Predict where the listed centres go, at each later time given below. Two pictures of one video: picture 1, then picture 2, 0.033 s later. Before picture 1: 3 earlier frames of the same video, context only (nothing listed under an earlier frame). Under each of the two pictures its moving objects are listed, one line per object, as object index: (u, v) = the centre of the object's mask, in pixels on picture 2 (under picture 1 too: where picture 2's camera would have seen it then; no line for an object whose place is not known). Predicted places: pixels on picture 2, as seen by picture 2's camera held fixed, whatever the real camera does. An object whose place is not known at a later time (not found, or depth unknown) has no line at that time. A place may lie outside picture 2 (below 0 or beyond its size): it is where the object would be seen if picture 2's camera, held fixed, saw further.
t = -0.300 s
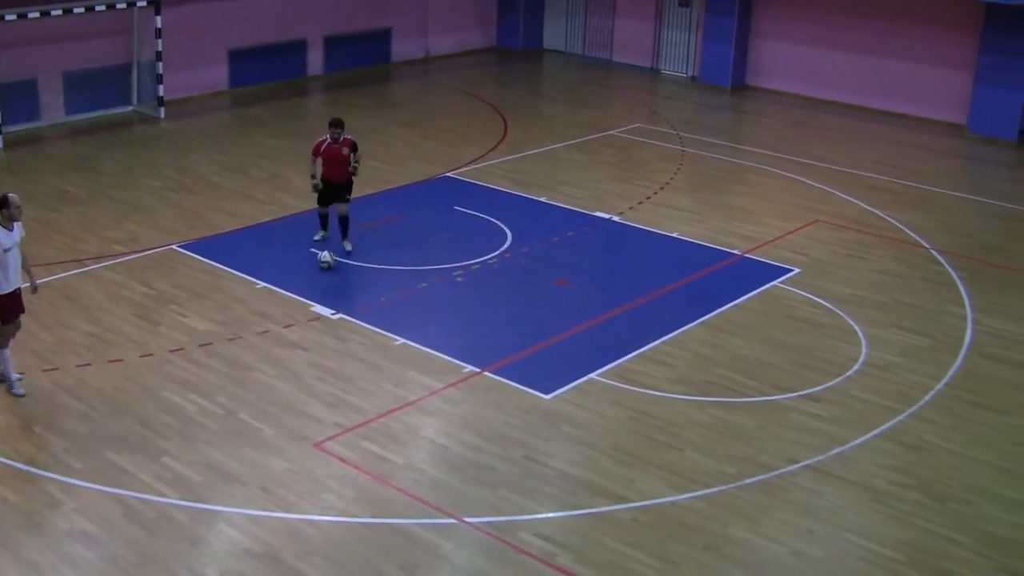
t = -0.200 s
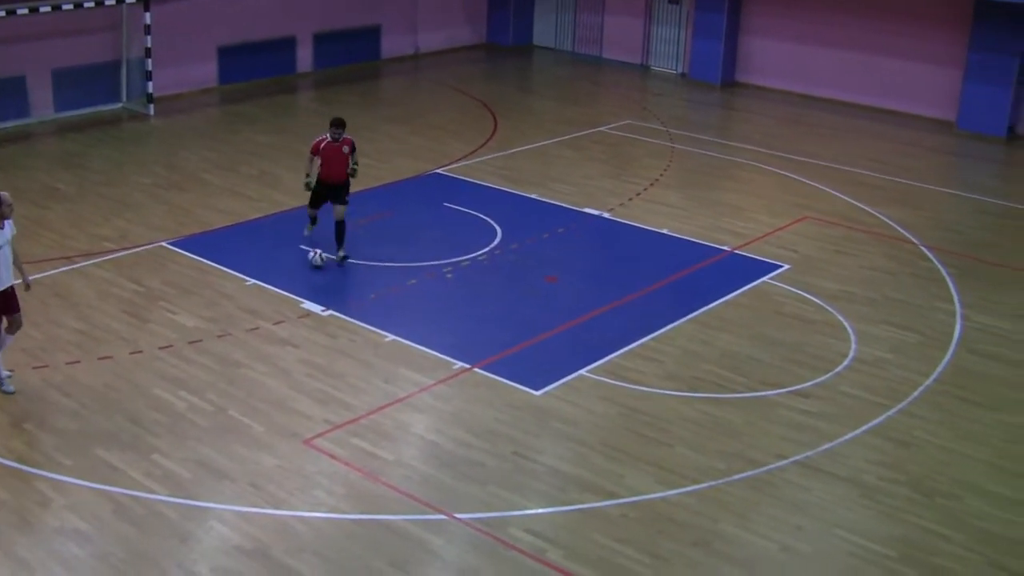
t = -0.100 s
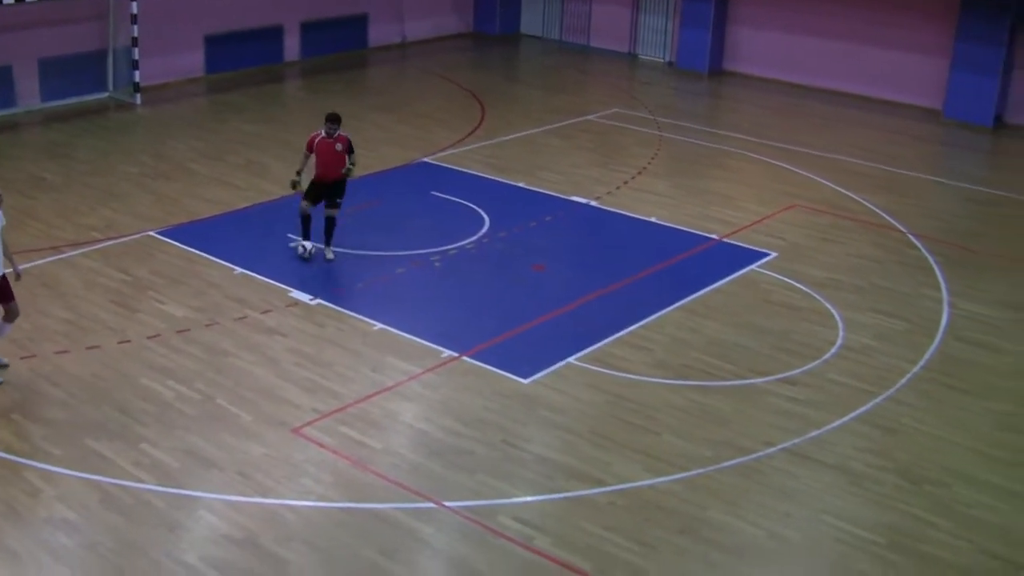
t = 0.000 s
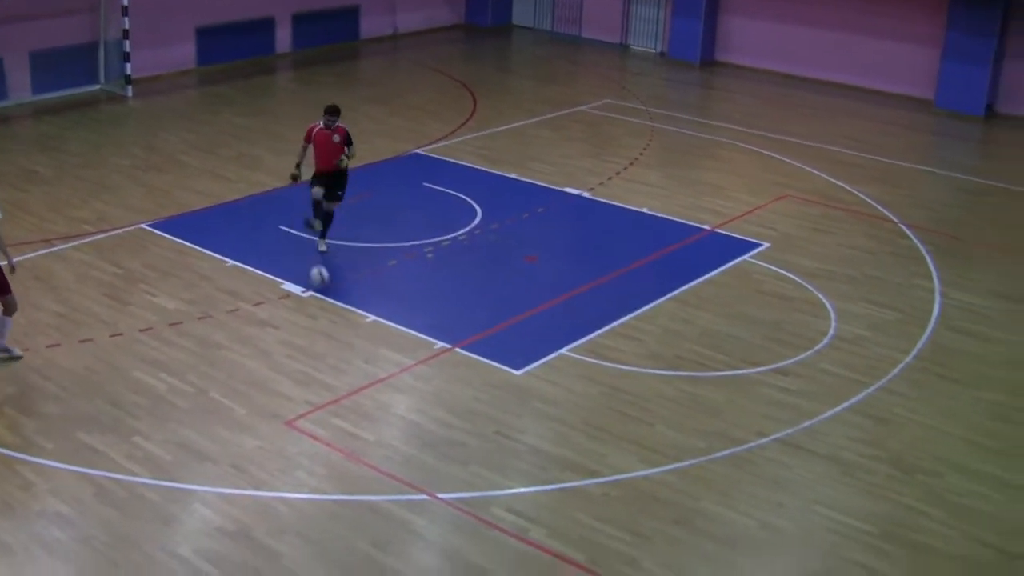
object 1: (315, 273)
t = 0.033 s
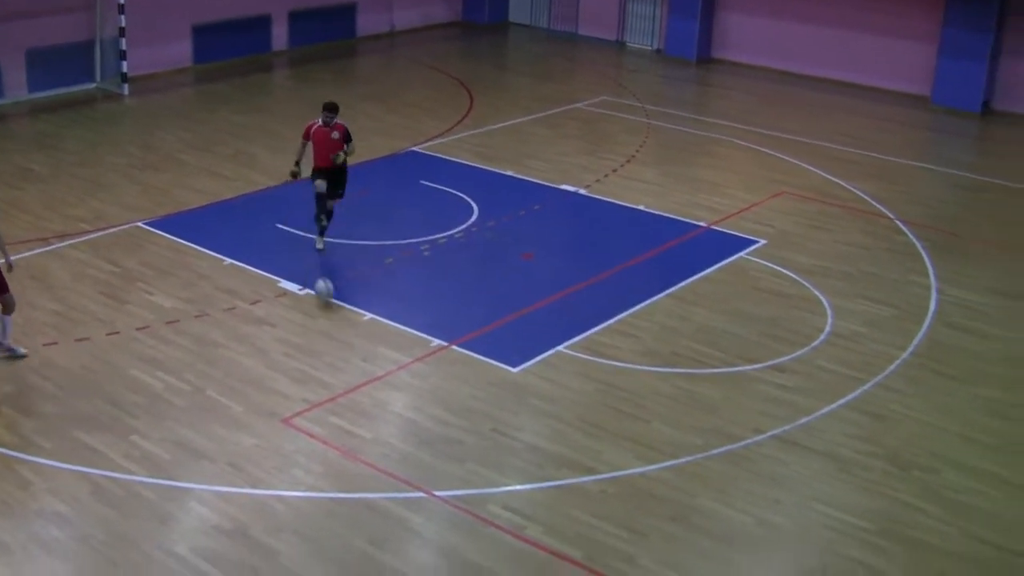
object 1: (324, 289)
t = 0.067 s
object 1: (333, 308)
